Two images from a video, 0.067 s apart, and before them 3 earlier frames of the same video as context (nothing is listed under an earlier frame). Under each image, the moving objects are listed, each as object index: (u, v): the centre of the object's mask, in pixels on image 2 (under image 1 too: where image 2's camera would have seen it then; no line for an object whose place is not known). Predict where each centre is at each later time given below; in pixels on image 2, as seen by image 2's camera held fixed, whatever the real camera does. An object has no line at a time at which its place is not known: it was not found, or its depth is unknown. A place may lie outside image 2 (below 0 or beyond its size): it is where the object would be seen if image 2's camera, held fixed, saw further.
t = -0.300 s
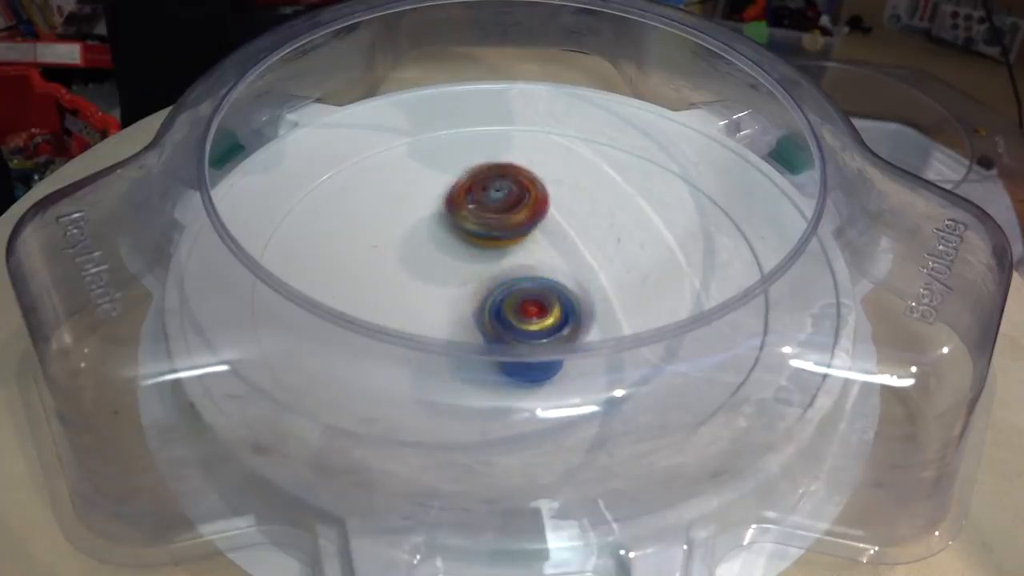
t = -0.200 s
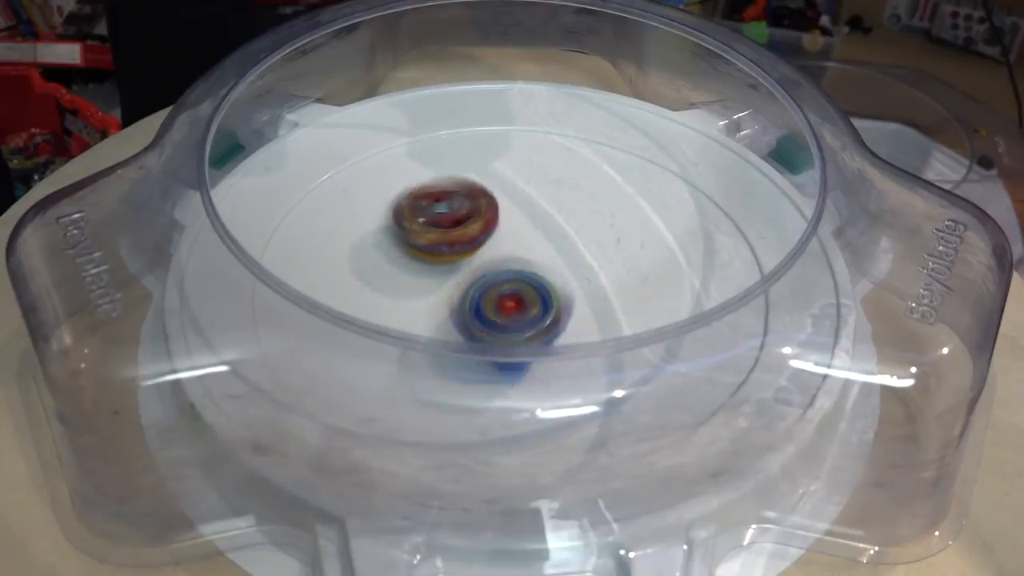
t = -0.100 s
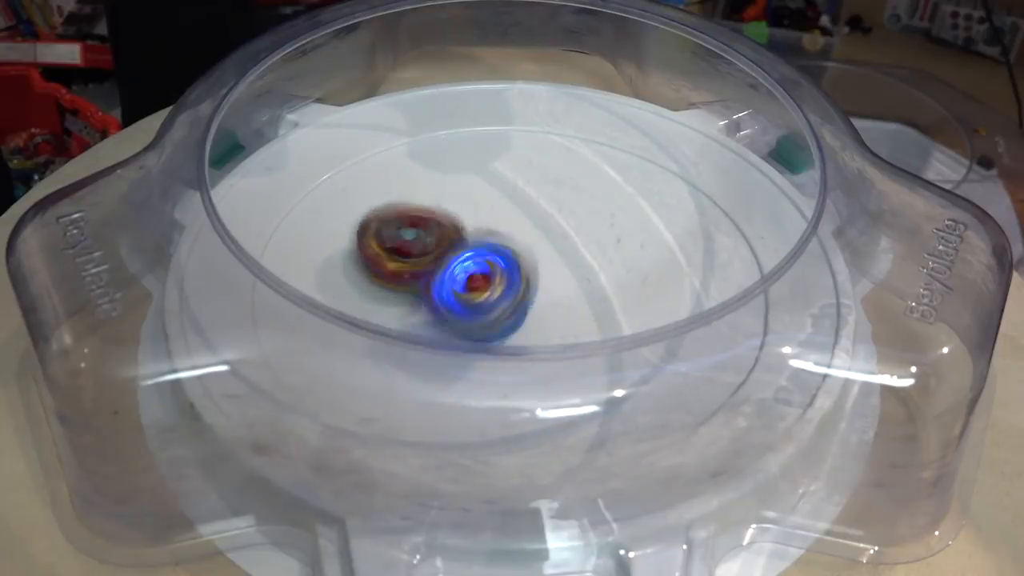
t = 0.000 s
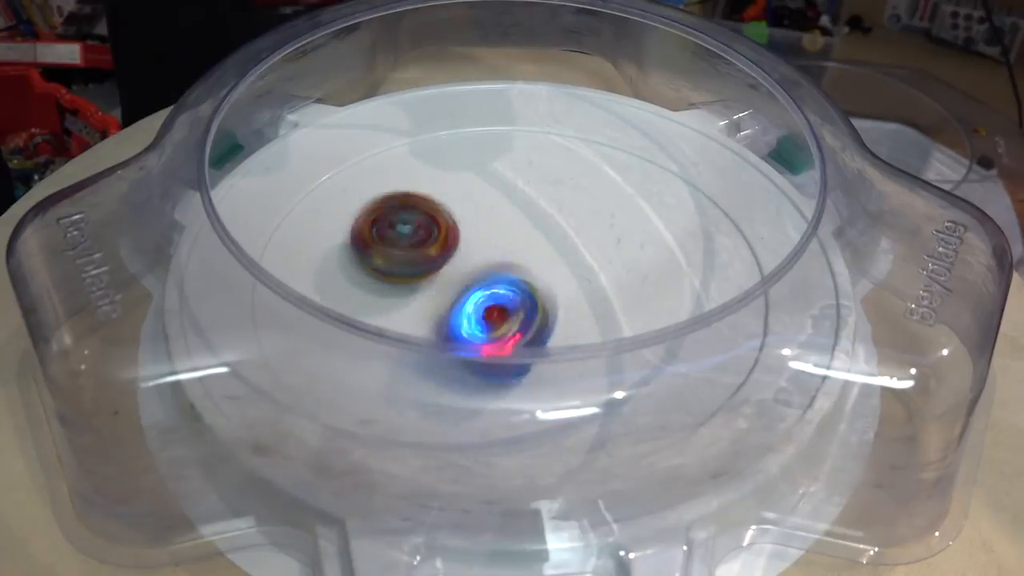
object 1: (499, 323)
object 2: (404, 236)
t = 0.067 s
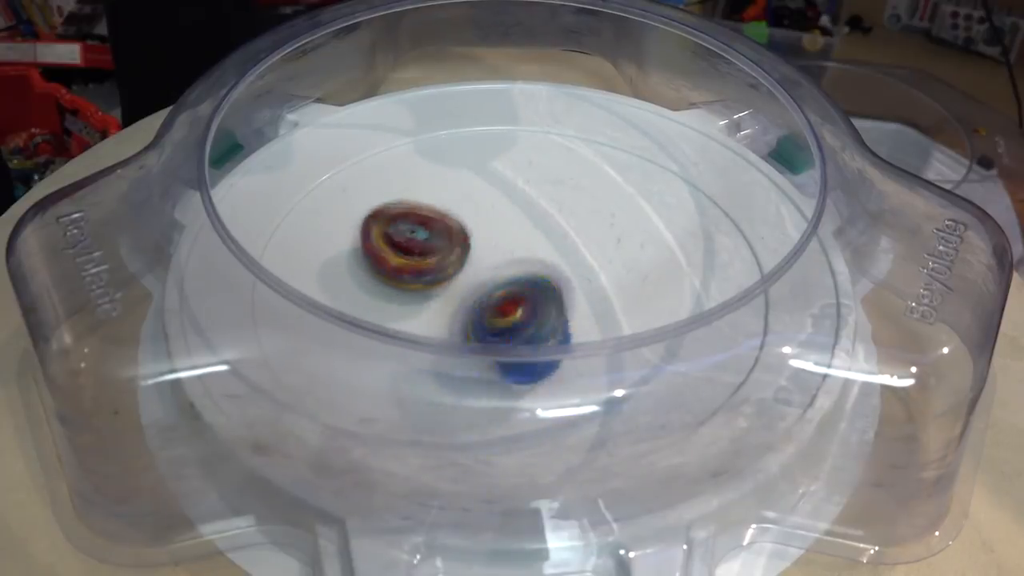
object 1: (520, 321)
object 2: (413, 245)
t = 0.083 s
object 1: (520, 335)
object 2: (418, 247)
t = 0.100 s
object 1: (531, 345)
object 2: (422, 250)
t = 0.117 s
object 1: (531, 350)
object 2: (427, 253)
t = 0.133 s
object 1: (537, 340)
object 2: (433, 257)
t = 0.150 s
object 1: (543, 328)
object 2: (440, 260)
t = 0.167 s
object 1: (547, 321)
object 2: (446, 264)
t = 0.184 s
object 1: (552, 316)
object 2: (454, 266)
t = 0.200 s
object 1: (555, 318)
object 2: (462, 269)
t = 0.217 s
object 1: (560, 323)
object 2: (471, 270)
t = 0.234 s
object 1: (562, 333)
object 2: (480, 272)
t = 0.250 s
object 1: (566, 341)
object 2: (488, 273)
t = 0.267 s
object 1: (565, 331)
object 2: (496, 274)
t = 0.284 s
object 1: (570, 335)
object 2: (502, 271)
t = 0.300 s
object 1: (573, 339)
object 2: (503, 260)
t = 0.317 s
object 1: (582, 347)
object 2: (504, 252)
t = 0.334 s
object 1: (588, 346)
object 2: (505, 243)
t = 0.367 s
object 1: (594, 356)
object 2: (508, 228)
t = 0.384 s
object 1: (594, 364)
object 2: (509, 221)
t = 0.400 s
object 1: (598, 365)
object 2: (509, 216)
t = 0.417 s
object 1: (594, 364)
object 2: (510, 209)
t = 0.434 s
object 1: (594, 368)
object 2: (510, 204)
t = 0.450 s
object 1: (589, 367)
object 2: (511, 200)
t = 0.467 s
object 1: (584, 369)
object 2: (511, 196)
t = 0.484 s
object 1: (579, 367)
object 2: (511, 193)
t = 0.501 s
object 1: (575, 369)
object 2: (512, 189)
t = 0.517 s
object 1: (567, 366)
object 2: (511, 187)
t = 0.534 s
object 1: (561, 367)
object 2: (511, 184)
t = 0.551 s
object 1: (551, 360)
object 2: (510, 181)
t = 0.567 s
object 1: (542, 358)
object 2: (511, 180)
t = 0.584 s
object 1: (533, 357)
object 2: (511, 178)
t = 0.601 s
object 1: (522, 354)
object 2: (511, 177)
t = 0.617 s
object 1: (514, 351)
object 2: (510, 175)
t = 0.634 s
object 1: (500, 341)
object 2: (509, 174)
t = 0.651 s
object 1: (490, 339)
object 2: (508, 173)
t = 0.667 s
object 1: (477, 333)
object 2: (508, 172)
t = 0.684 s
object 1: (466, 327)
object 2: (508, 173)
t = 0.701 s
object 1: (453, 318)
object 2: (506, 173)
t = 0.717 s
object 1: (443, 312)
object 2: (507, 174)
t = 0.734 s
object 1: (431, 298)
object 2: (505, 175)
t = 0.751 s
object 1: (420, 289)
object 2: (505, 178)
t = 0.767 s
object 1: (411, 286)
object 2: (505, 180)
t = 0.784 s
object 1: (397, 278)
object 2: (505, 183)
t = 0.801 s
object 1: (391, 271)
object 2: (506, 187)
